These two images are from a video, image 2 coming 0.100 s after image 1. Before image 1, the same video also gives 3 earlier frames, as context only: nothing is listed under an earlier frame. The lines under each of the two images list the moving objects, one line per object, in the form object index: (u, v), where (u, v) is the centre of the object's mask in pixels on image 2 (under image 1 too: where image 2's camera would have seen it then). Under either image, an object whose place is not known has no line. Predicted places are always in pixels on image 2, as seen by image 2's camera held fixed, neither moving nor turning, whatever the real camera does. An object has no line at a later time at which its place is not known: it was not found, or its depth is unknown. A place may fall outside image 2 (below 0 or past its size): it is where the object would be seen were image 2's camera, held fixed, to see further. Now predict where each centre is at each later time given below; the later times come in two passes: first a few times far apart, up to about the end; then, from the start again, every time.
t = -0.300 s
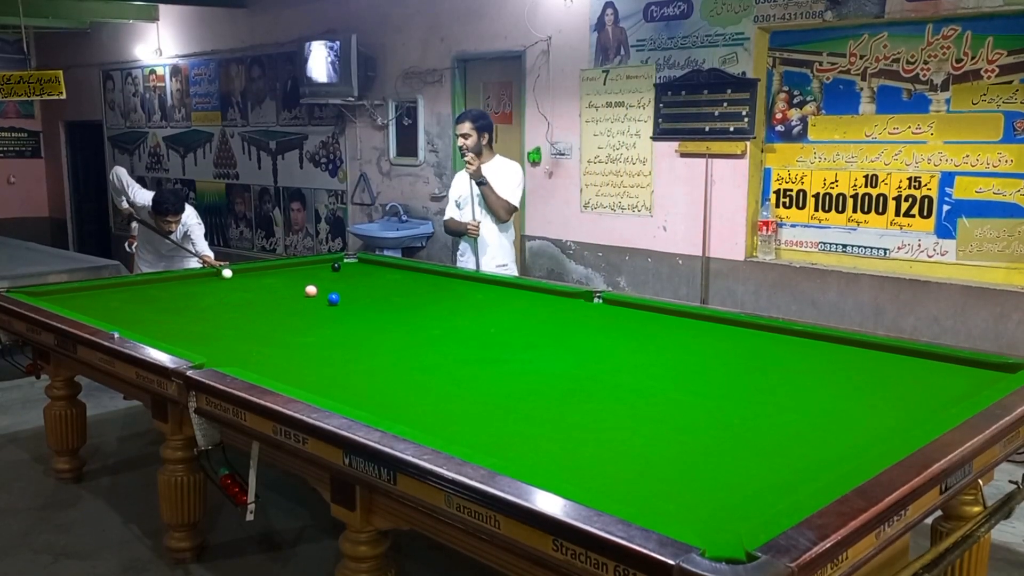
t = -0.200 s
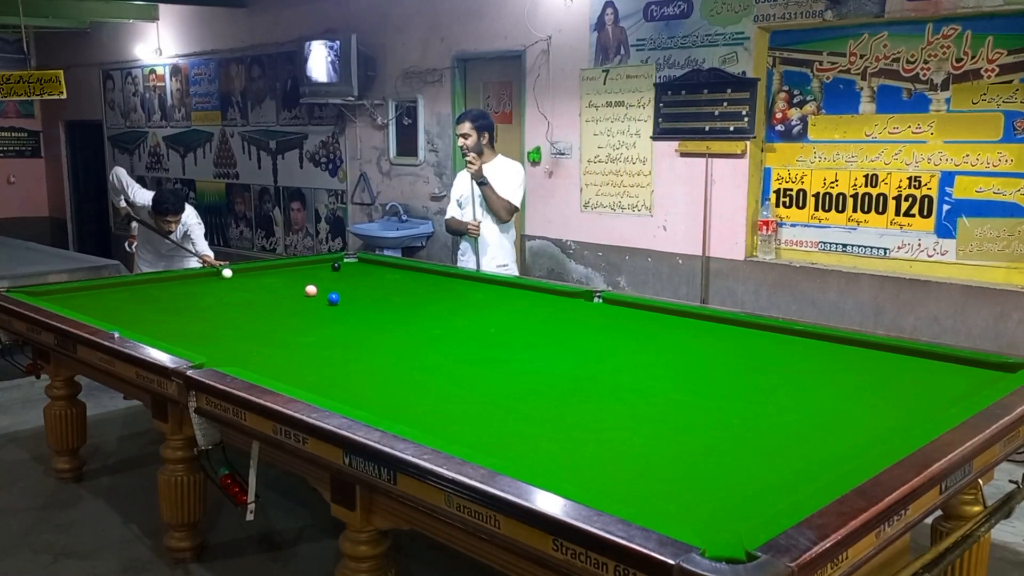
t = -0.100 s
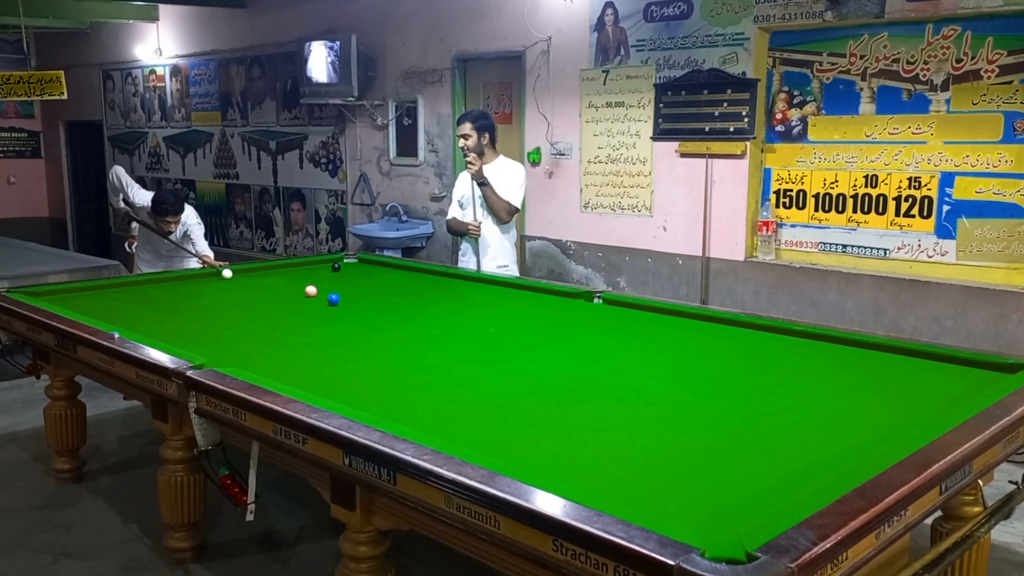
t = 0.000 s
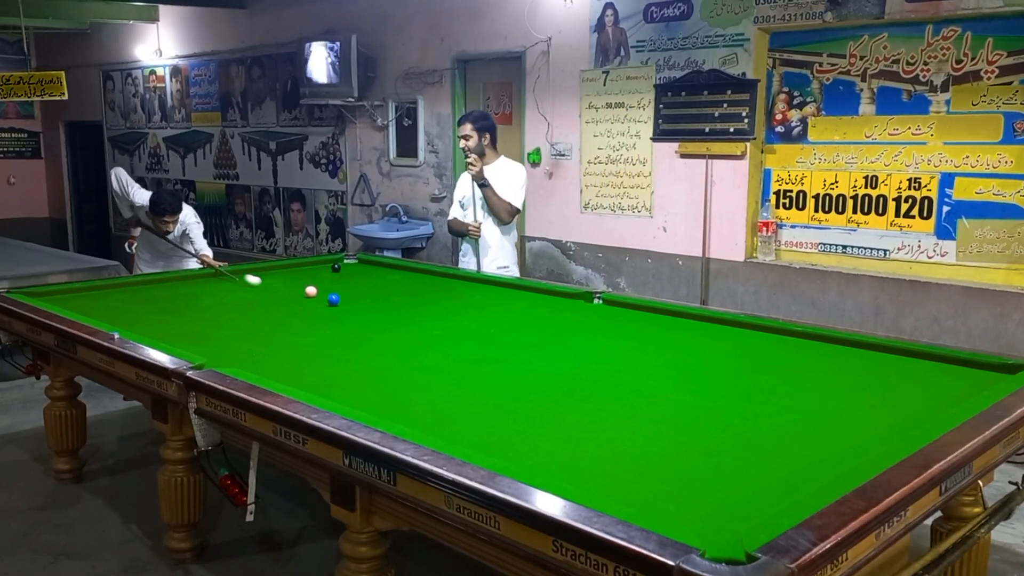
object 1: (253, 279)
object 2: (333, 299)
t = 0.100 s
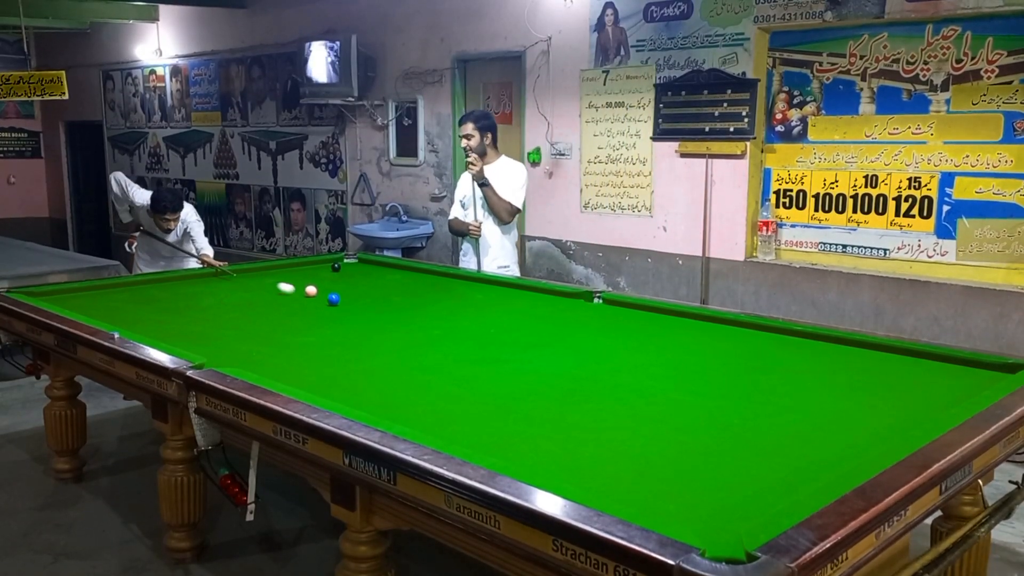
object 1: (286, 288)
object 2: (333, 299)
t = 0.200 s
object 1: (320, 297)
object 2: (333, 299)
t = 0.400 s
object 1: (302, 307)
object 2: (413, 306)
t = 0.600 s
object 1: (293, 320)
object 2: (483, 312)
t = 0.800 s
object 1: (285, 334)
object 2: (557, 320)
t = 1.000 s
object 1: (276, 350)
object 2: (635, 327)
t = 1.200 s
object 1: (265, 368)
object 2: (718, 335)
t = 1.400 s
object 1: (292, 376)
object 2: (807, 344)
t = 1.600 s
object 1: (339, 379)
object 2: (902, 353)
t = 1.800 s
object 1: (385, 381)
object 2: (990, 366)
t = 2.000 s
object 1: (430, 383)
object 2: (982, 365)
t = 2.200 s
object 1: (474, 384)
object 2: (931, 354)
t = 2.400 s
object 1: (517, 386)
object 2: (886, 348)
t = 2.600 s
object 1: (559, 388)
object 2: (846, 341)
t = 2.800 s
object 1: (599, 390)
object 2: (809, 336)
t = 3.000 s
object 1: (638, 391)
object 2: (776, 331)
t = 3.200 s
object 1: (676, 393)
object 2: (745, 327)
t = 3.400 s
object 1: (713, 394)
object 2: (717, 322)
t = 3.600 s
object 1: (748, 396)
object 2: (691, 318)
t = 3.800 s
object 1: (781, 397)
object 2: (669, 314)
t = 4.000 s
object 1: (813, 398)
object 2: (647, 311)
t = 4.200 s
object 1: (843, 399)
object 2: (628, 308)
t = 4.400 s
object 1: (871, 401)
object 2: (610, 305)
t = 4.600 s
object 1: (898, 402)
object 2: (595, 302)
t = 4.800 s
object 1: (923, 403)
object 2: (579, 301)
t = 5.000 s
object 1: (945, 403)
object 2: (566, 298)
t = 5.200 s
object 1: (950, 400)
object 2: (553, 297)
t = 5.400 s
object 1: (943, 399)
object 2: (542, 295)
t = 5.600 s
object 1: (937, 396)
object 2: (532, 294)
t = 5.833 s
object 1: (931, 393)
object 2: (522, 292)
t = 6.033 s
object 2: (515, 291)
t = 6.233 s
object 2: (508, 290)
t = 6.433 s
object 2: (503, 289)
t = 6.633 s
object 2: (498, 288)
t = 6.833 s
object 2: (494, 287)
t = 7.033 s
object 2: (491, 287)
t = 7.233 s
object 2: (489, 286)
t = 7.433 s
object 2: (488, 286)
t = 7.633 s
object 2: (488, 286)
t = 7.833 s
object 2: (487, 286)
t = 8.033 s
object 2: (487, 286)
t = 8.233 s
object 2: (487, 286)
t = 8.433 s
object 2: (487, 286)
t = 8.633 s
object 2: (487, 286)
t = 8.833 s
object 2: (487, 286)
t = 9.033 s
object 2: (487, 286)
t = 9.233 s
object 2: (487, 286)
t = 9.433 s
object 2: (487, 286)
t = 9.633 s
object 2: (487, 286)
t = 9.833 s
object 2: (487, 286)
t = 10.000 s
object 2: (487, 286)
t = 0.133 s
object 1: (297, 291)
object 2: (333, 299)
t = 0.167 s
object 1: (308, 293)
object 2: (333, 299)
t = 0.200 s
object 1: (320, 297)
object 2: (333, 299)
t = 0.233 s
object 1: (320, 299)
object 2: (344, 299)
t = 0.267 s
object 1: (316, 300)
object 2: (359, 300)
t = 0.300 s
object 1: (311, 302)
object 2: (373, 302)
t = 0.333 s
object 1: (308, 303)
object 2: (387, 303)
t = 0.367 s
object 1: (305, 305)
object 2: (400, 304)
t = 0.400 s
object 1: (302, 307)
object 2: (413, 306)
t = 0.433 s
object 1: (300, 309)
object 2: (425, 307)
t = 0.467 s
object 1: (298, 311)
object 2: (436, 308)
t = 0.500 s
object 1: (297, 313)
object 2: (448, 309)
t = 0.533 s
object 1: (296, 315)
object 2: (459, 310)
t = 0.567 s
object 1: (295, 317)
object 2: (471, 311)
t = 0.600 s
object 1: (293, 320)
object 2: (483, 312)
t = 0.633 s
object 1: (292, 322)
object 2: (495, 313)
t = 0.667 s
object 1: (291, 324)
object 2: (507, 315)
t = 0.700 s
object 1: (289, 327)
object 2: (520, 316)
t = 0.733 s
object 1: (288, 329)
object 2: (532, 317)
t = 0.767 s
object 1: (287, 331)
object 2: (544, 318)
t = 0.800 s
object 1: (285, 334)
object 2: (557, 320)
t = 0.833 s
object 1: (284, 337)
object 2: (570, 321)
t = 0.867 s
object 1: (282, 339)
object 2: (582, 322)
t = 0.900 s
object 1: (281, 342)
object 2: (595, 323)
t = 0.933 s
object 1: (279, 344)
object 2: (608, 324)
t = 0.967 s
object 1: (277, 347)
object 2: (622, 326)
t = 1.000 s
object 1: (276, 350)
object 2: (635, 327)
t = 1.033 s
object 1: (274, 353)
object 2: (648, 328)
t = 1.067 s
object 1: (272, 356)
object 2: (662, 330)
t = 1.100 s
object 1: (271, 359)
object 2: (676, 331)
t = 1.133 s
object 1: (269, 362)
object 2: (689, 332)
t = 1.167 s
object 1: (267, 365)
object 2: (703, 334)
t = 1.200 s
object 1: (265, 368)
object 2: (718, 335)
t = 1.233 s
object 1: (264, 370)
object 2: (732, 337)
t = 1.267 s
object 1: (262, 372)
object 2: (747, 338)
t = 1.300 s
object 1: (268, 373)
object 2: (762, 339)
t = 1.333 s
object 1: (276, 374)
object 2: (776, 341)
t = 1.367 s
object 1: (284, 375)
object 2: (791, 342)
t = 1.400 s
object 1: (292, 376)
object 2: (807, 344)
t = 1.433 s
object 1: (300, 377)
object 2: (822, 346)
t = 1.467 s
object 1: (308, 378)
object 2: (838, 347)
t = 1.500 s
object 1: (316, 378)
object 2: (854, 349)
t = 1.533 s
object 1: (324, 378)
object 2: (869, 350)
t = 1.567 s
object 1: (331, 379)
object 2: (885, 352)
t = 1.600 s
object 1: (339, 379)
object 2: (902, 353)
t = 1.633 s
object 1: (347, 379)
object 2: (919, 355)
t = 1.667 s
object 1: (355, 379)
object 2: (936, 356)
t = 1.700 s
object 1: (362, 380)
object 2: (952, 358)
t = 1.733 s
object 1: (370, 380)
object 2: (967, 361)
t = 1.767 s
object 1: (378, 380)
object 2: (978, 363)
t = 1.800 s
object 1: (385, 381)
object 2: (990, 366)
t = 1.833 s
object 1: (393, 381)
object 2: (1001, 368)
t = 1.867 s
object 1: (401, 382)
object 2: (1011, 369)
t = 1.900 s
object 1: (408, 382)
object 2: (1008, 369)
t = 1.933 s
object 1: (416, 382)
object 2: (1000, 368)
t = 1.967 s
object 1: (423, 382)
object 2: (991, 367)
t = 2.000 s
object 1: (430, 383)
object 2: (982, 365)
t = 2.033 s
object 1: (438, 383)
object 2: (973, 363)
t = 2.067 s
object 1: (445, 383)
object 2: (964, 361)
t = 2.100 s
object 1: (453, 384)
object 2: (955, 359)
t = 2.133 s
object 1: (460, 384)
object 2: (948, 358)
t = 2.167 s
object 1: (467, 384)
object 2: (939, 356)
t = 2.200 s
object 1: (474, 384)
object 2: (931, 354)
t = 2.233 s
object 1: (482, 384)
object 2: (923, 353)
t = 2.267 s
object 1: (489, 385)
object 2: (916, 352)
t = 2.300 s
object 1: (496, 385)
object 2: (908, 351)
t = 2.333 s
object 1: (503, 385)
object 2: (901, 350)
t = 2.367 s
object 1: (510, 386)
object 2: (894, 349)
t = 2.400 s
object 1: (517, 386)
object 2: (886, 348)
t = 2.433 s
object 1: (524, 386)
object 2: (879, 347)
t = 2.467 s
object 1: (531, 387)
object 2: (872, 346)
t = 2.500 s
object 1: (538, 387)
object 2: (866, 345)
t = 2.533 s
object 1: (545, 387)
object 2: (859, 343)
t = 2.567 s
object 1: (552, 387)
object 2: (852, 342)
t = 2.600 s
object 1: (559, 388)
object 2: (846, 341)
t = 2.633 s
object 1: (565, 388)
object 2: (840, 340)
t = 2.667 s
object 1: (572, 389)
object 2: (834, 340)
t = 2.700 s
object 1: (579, 389)
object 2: (827, 339)
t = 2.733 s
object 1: (586, 389)
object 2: (821, 338)
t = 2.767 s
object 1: (592, 389)
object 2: (815, 337)
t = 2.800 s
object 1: (599, 390)
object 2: (809, 336)
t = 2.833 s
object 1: (606, 390)
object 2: (803, 335)
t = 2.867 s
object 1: (613, 390)
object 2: (797, 334)
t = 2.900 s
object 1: (619, 390)
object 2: (792, 333)
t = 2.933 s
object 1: (625, 391)
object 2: (786, 332)
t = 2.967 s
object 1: (632, 391)
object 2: (781, 332)
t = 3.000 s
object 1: (638, 391)
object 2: (776, 331)
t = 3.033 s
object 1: (645, 391)
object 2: (770, 330)
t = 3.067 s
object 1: (651, 391)
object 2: (765, 329)
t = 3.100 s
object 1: (657, 392)
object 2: (760, 328)
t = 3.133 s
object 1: (664, 392)
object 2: (755, 328)
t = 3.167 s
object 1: (670, 392)
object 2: (750, 327)
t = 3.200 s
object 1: (676, 393)
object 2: (745, 327)
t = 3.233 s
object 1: (682, 393)
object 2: (740, 325)
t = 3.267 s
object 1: (689, 393)
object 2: (735, 325)
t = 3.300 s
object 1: (695, 393)
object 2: (731, 324)
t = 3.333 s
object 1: (701, 393)
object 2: (726, 323)
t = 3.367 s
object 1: (707, 393)
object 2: (721, 323)
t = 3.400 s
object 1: (713, 394)
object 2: (717, 322)
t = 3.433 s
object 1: (719, 394)
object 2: (713, 321)
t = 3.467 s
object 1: (725, 394)
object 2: (708, 321)
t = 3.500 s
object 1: (730, 395)
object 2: (704, 320)
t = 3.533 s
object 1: (736, 395)
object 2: (700, 319)
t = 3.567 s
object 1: (742, 395)
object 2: (695, 319)
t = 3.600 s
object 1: (748, 396)
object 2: (691, 318)
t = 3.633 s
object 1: (753, 396)
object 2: (687, 317)
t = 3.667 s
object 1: (759, 396)
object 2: (683, 317)
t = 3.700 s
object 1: (764, 396)
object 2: (680, 316)
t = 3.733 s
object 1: (770, 396)
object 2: (676, 315)
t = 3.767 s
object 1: (776, 396)
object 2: (672, 315)
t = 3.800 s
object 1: (781, 397)
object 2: (669, 314)
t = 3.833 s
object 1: (786, 397)
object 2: (665, 314)
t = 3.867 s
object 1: (792, 397)
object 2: (661, 313)
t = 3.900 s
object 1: (797, 398)
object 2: (658, 313)
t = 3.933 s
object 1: (802, 398)
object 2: (654, 312)
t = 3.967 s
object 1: (808, 398)
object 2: (650, 312)
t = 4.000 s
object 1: (813, 398)
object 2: (647, 311)
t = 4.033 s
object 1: (818, 398)
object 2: (644, 310)
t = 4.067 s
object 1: (823, 398)
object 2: (641, 310)
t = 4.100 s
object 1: (828, 399)
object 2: (637, 310)
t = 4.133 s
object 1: (833, 399)
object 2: (634, 309)
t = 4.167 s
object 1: (838, 399)
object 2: (631, 309)
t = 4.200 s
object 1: (843, 399)
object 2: (628, 308)
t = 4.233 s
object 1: (848, 400)
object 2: (625, 307)
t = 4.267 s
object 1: (853, 400)
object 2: (622, 307)
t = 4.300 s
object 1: (858, 400)
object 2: (619, 307)
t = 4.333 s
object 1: (862, 400)
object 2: (616, 306)
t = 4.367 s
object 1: (867, 400)
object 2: (613, 306)
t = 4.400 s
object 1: (871, 401)
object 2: (610, 305)
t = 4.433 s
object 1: (876, 401)
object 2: (607, 305)
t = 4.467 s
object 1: (881, 401)
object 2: (605, 304)
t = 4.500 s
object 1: (885, 401)
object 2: (602, 304)
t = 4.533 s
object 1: (890, 401)
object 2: (599, 303)
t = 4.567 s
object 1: (894, 402)
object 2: (597, 303)
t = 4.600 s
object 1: (898, 402)
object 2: (595, 302)
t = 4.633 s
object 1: (903, 402)
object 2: (592, 302)
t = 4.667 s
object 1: (906, 402)
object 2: (589, 302)
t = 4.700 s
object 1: (911, 402)
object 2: (587, 302)
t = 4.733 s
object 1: (915, 403)
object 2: (584, 301)
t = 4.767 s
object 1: (919, 403)
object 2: (582, 301)
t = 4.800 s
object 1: (923, 403)
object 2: (579, 301)
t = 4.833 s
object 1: (927, 403)
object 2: (577, 300)
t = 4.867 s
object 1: (931, 403)
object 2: (575, 300)
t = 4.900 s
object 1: (934, 403)
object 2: (572, 300)
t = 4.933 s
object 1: (938, 403)
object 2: (570, 299)
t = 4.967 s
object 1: (942, 403)
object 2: (568, 299)
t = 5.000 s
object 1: (945, 403)
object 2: (566, 298)
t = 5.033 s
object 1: (949, 402)
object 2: (563, 298)
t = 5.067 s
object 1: (952, 402)
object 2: (561, 298)
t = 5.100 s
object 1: (954, 402)
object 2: (559, 298)
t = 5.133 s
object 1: (952, 401)
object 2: (557, 297)
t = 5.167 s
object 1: (951, 401)
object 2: (555, 297)
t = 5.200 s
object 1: (950, 400)
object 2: (553, 297)
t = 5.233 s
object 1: (949, 400)
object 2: (551, 297)
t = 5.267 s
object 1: (948, 400)
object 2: (549, 296)
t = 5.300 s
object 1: (947, 400)
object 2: (547, 296)
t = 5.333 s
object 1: (945, 400)
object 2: (546, 296)
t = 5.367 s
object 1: (944, 400)
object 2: (544, 295)
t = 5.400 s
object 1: (943, 399)
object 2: (542, 295)
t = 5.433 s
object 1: (942, 398)
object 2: (540, 295)
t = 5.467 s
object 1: (941, 398)
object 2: (539, 294)
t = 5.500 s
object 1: (940, 397)
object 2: (537, 294)
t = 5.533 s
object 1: (939, 397)
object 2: (535, 294)
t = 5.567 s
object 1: (938, 396)
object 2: (534, 294)
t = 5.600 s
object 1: (937, 396)
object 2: (532, 294)
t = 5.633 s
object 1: (936, 395)
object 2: (531, 293)
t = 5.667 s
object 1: (935, 395)
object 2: (529, 293)
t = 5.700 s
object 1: (934, 394)
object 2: (527, 292)
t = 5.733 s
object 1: (933, 394)
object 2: (526, 292)
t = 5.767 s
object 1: (933, 393)
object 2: (525, 292)
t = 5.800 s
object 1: (931, 393)
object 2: (523, 292)
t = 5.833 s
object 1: (931, 393)
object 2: (522, 292)
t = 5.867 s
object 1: (930, 393)
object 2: (521, 292)
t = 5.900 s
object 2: (520, 291)
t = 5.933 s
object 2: (519, 291)
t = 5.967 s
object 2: (517, 291)
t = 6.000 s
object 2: (516, 291)
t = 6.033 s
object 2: (515, 291)
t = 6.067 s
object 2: (514, 290)
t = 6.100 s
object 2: (513, 290)
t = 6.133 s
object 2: (511, 290)
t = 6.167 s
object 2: (510, 290)
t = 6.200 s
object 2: (509, 290)
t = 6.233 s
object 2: (508, 290)
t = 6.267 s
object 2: (507, 289)
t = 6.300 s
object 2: (506, 289)
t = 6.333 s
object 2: (505, 289)
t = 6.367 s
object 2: (505, 289)
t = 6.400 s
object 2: (504, 289)
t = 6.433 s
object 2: (503, 289)
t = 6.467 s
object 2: (502, 289)
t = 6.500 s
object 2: (501, 289)
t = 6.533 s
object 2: (500, 288)
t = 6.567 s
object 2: (499, 288)
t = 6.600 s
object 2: (499, 288)
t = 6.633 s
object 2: (498, 288)
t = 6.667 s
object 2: (497, 288)
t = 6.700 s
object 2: (496, 288)
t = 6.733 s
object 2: (495, 288)
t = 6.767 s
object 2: (495, 288)
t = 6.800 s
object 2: (494, 288)
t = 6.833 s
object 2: (494, 287)
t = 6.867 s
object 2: (493, 287)
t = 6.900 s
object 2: (492, 287)
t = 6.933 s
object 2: (492, 287)
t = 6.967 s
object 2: (492, 287)
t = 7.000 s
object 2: (491, 287)
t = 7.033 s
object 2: (491, 287)
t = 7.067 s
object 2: (490, 287)
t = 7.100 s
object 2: (490, 287)
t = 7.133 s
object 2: (490, 287)
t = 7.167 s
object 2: (489, 286)
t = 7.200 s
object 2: (489, 286)
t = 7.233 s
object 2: (489, 286)
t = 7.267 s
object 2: (489, 286)
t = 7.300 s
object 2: (488, 286)
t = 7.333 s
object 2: (488, 286)
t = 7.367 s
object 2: (488, 286)
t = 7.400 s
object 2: (488, 286)
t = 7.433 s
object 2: (488, 286)
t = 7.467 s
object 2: (488, 286)
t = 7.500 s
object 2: (488, 286)
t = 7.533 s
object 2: (488, 286)
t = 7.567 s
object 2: (488, 286)
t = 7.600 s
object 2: (488, 286)
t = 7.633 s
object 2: (488, 286)
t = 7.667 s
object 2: (487, 286)
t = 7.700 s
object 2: (487, 286)
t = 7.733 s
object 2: (487, 286)
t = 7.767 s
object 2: (487, 286)
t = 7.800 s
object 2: (487, 286)
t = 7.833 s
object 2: (487, 286)
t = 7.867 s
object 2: (487, 286)
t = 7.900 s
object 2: (487, 286)
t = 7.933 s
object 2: (487, 286)
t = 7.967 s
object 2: (487, 286)
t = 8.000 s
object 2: (487, 286)
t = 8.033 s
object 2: (487, 286)
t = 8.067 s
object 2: (487, 286)
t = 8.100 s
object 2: (487, 286)
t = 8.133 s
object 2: (487, 286)
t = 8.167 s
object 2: (487, 286)
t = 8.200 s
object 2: (487, 286)
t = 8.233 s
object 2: (487, 286)
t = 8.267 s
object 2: (487, 286)
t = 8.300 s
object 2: (487, 286)
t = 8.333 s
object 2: (487, 286)
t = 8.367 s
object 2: (487, 286)
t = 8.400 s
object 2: (487, 286)
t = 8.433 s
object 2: (487, 286)
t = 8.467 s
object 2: (487, 286)
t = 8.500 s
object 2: (487, 286)
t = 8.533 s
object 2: (487, 286)
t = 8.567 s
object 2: (487, 286)
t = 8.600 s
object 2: (487, 286)
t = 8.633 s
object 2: (487, 286)
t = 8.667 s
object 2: (487, 286)
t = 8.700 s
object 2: (487, 286)
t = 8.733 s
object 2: (487, 286)
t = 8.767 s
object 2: (487, 286)
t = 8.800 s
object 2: (487, 286)
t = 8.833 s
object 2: (487, 286)
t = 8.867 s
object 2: (487, 286)
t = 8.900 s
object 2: (487, 286)
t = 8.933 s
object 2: (487, 286)
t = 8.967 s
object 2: (487, 286)
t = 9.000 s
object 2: (487, 286)
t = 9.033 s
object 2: (487, 286)
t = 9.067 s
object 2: (487, 286)
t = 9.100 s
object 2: (487, 286)
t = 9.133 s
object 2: (487, 286)
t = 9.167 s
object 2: (487, 286)
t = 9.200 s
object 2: (487, 286)
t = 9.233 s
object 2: (487, 286)
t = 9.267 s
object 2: (487, 286)
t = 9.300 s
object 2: (487, 286)
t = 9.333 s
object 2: (487, 286)
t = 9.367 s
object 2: (487, 286)
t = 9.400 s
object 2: (487, 286)
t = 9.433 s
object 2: (487, 286)
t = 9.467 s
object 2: (487, 286)
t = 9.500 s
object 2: (487, 286)
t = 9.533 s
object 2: (487, 286)
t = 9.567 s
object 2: (487, 286)
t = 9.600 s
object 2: (487, 286)
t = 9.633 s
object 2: (487, 286)
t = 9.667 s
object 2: (487, 286)
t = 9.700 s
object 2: (487, 286)
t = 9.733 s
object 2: (487, 286)
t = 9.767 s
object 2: (487, 286)
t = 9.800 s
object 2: (487, 286)
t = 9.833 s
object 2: (487, 286)
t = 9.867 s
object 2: (487, 286)
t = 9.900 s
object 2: (487, 286)
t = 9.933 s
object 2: (487, 286)
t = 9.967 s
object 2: (487, 286)
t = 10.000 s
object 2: (487, 286)
